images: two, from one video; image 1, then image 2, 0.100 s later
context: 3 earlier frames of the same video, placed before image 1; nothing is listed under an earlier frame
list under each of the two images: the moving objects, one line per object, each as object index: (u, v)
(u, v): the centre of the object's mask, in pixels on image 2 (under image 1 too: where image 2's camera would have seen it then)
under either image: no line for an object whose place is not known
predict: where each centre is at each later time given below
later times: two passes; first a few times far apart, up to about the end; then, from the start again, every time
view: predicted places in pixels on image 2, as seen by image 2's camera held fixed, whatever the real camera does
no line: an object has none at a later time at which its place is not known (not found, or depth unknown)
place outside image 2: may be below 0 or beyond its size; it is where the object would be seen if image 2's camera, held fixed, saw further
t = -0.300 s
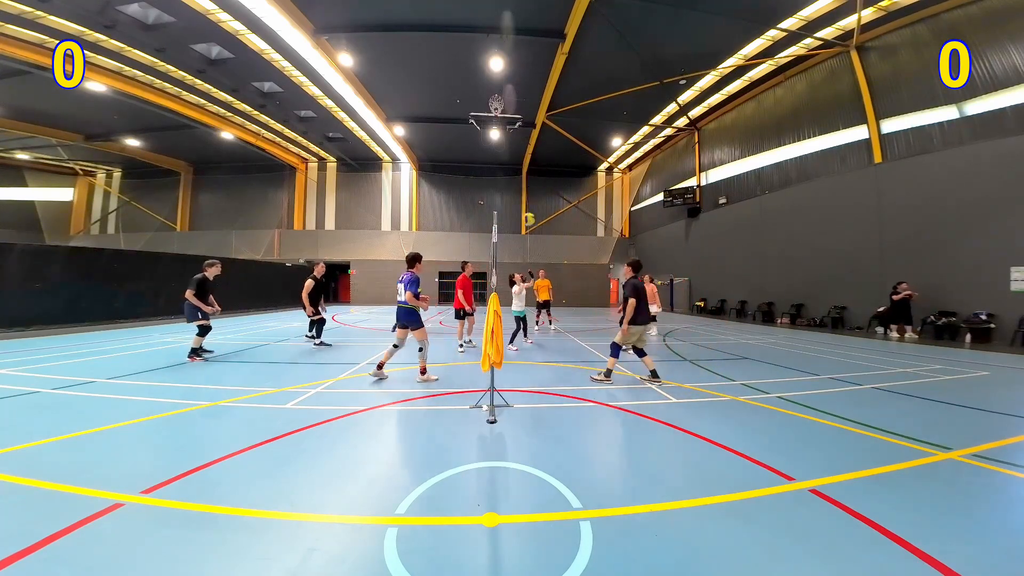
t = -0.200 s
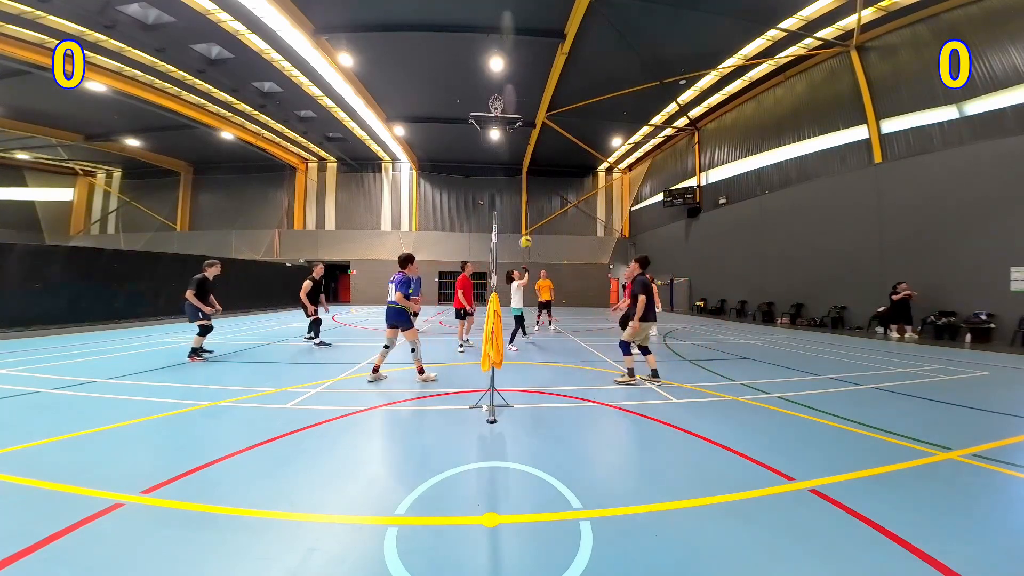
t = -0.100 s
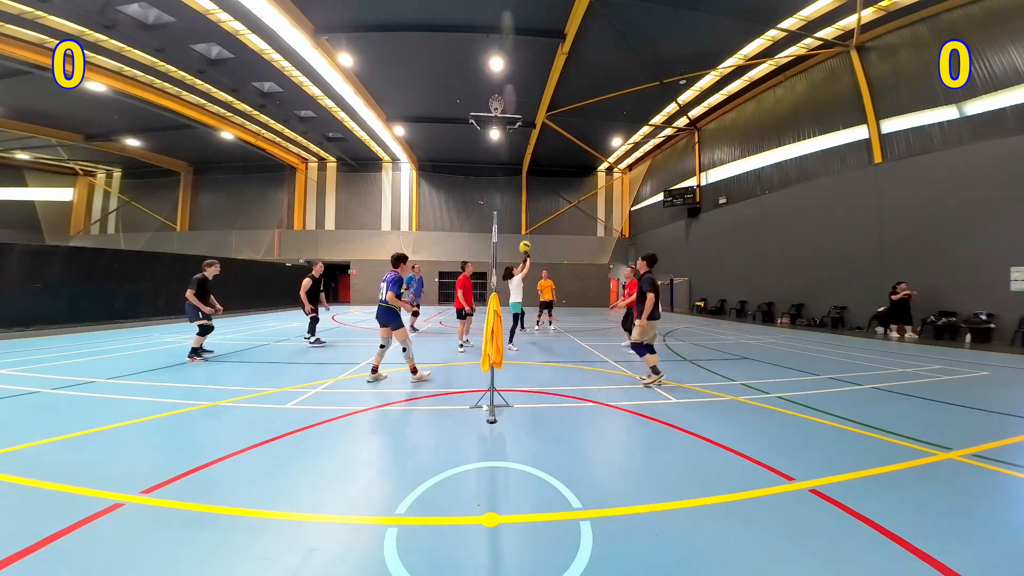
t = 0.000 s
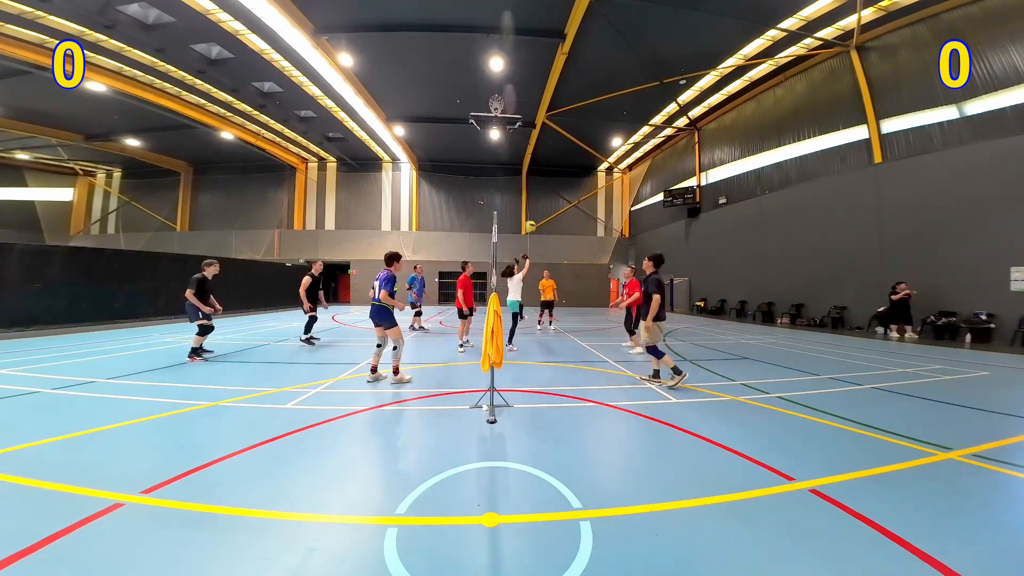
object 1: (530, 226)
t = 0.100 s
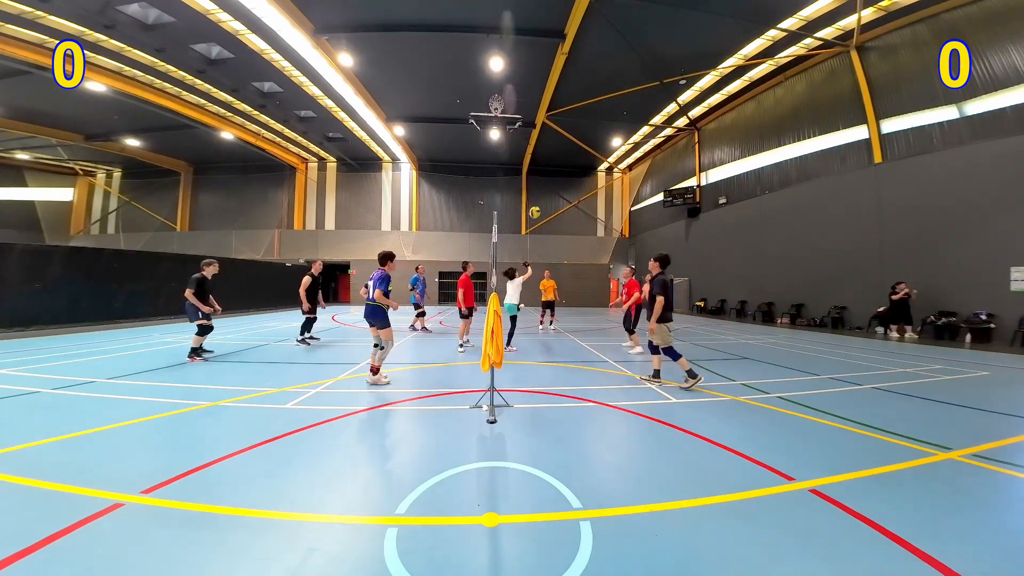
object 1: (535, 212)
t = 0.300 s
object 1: (543, 199)
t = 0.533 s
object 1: (551, 204)
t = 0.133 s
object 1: (536, 208)
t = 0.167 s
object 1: (538, 205)
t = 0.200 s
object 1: (539, 203)
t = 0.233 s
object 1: (540, 201)
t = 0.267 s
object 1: (542, 200)
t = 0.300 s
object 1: (543, 199)
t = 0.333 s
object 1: (545, 198)
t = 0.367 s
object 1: (546, 198)
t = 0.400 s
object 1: (547, 199)
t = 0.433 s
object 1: (548, 199)
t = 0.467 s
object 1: (549, 201)
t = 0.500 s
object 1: (550, 202)
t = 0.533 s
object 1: (551, 204)
